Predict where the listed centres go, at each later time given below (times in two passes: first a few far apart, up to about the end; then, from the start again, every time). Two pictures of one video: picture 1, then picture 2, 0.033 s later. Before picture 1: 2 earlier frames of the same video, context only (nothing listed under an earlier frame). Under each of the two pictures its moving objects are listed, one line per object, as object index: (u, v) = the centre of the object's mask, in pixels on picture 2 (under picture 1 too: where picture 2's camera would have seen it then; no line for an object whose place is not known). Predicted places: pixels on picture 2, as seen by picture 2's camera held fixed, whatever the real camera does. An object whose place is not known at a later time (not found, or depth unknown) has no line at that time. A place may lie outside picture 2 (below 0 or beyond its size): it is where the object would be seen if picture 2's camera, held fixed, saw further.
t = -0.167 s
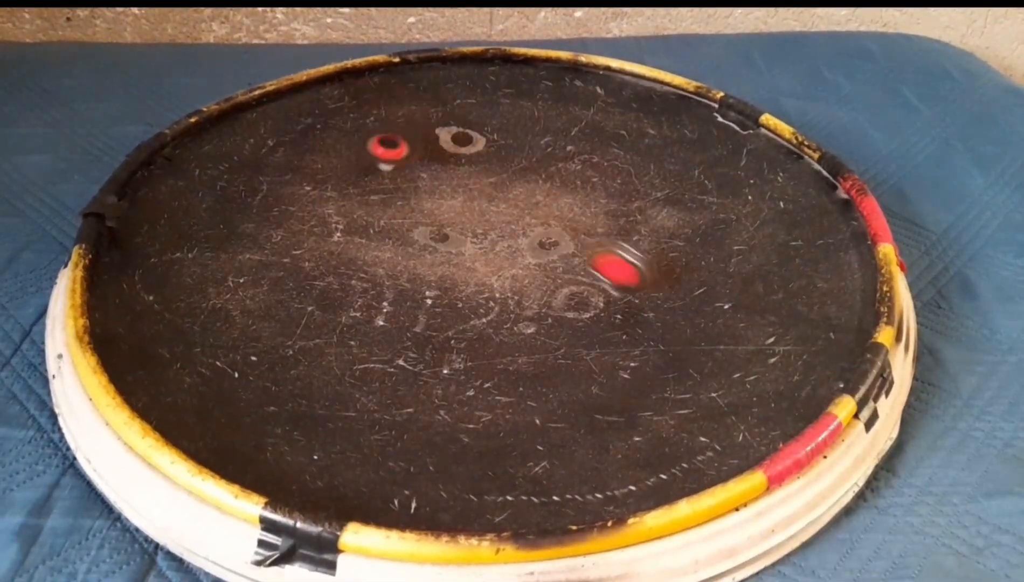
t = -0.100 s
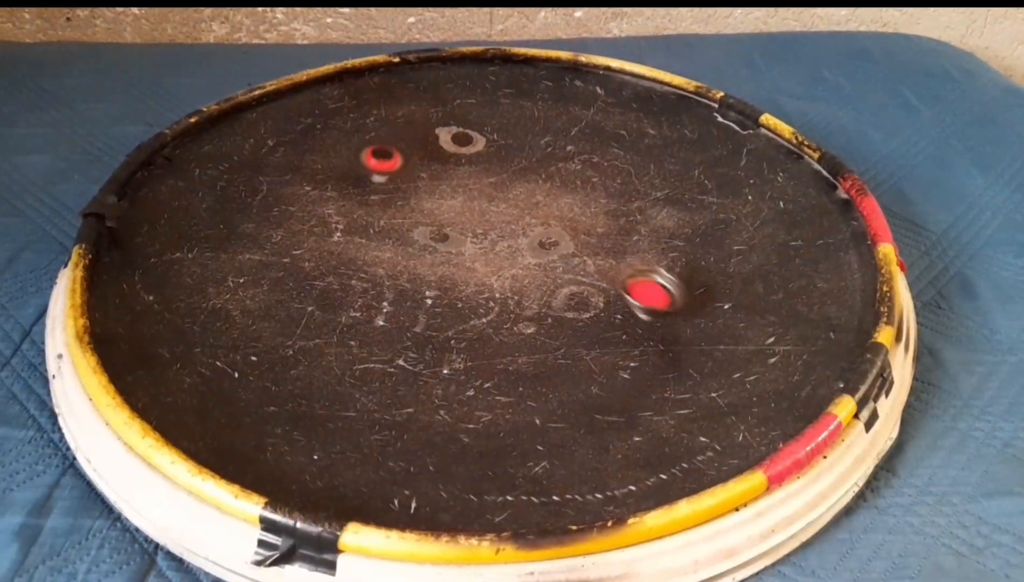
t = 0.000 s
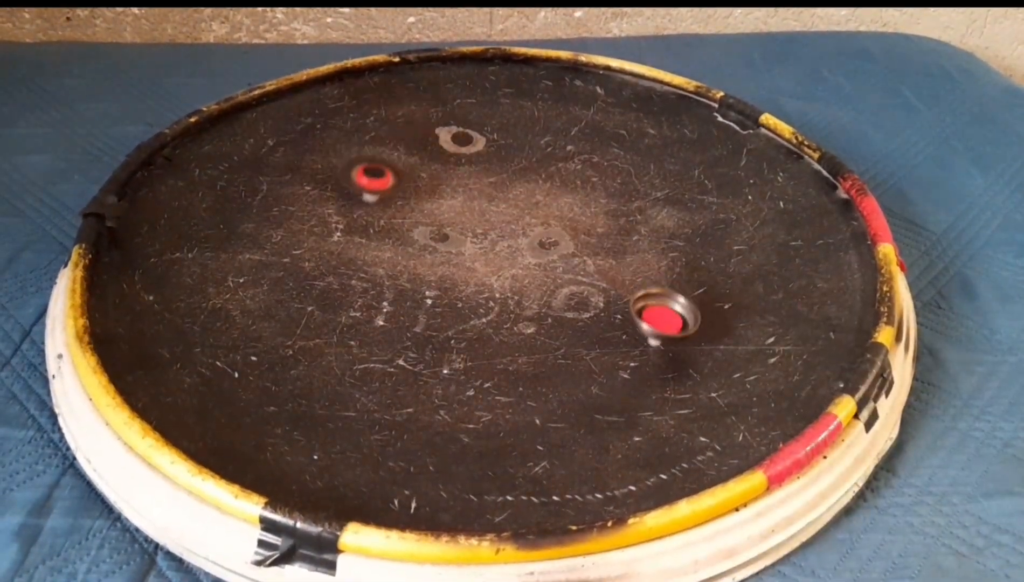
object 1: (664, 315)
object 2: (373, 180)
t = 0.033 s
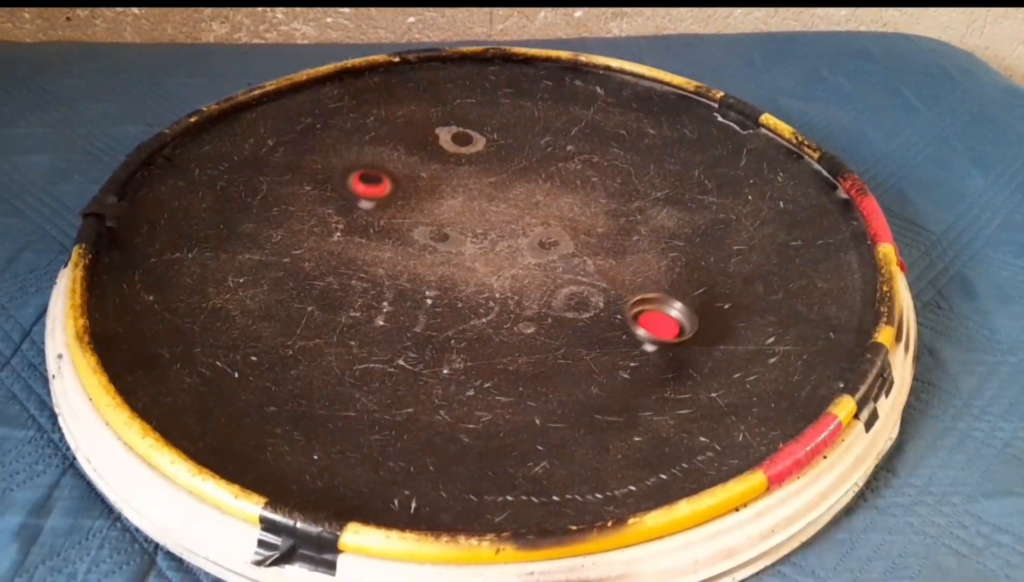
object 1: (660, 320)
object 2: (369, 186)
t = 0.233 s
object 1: (604, 342)
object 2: (341, 227)
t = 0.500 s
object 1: (526, 357)
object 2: (302, 281)
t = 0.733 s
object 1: (459, 362)
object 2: (283, 327)
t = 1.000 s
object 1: (421, 349)
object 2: (270, 375)
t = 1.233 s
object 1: (558, 284)
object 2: (244, 392)
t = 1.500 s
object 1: (580, 269)
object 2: (346, 379)
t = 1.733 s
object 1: (611, 282)
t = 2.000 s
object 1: (649, 297)
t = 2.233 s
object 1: (672, 269)
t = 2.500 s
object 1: (633, 251)
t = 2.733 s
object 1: (622, 234)
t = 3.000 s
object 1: (629, 204)
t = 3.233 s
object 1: (587, 191)
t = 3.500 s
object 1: (507, 188)
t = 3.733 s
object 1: (476, 188)
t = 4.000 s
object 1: (461, 178)
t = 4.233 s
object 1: (466, 193)
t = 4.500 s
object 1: (424, 192)
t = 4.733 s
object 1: (433, 191)
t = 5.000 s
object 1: (412, 198)
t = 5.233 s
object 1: (375, 202)
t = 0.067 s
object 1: (652, 326)
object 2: (366, 193)
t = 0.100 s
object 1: (643, 330)
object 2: (362, 200)
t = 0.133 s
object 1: (633, 334)
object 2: (357, 209)
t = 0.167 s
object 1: (623, 338)
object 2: (352, 214)
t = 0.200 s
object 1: (614, 339)
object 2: (347, 220)
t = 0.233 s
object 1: (604, 342)
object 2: (341, 227)
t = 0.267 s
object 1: (593, 345)
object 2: (338, 234)
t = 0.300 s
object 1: (583, 346)
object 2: (331, 240)
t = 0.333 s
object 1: (573, 347)
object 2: (326, 247)
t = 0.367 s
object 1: (564, 349)
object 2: (321, 254)
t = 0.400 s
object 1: (554, 351)
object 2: (317, 260)
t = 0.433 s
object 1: (545, 355)
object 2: (312, 266)
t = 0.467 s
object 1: (535, 357)
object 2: (307, 273)
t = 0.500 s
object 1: (526, 357)
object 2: (302, 281)
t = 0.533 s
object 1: (517, 358)
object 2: (297, 288)
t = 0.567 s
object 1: (507, 358)
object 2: (293, 293)
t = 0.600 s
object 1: (497, 359)
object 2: (291, 301)
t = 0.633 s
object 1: (487, 360)
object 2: (291, 308)
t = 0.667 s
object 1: (477, 361)
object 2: (288, 315)
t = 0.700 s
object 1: (468, 361)
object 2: (285, 321)
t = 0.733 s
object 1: (459, 362)
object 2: (283, 327)
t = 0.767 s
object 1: (450, 363)
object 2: (281, 334)
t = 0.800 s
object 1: (438, 363)
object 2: (279, 339)
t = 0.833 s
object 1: (426, 363)
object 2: (279, 347)
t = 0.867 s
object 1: (416, 364)
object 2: (281, 353)
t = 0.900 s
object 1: (405, 363)
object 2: (283, 359)
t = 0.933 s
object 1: (394, 362)
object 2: (286, 364)
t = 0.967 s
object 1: (391, 359)
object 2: (285, 370)
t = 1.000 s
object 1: (421, 349)
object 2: (270, 375)
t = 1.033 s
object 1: (452, 339)
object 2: (248, 382)
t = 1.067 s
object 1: (478, 330)
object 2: (236, 386)
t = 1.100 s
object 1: (503, 320)
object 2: (235, 387)
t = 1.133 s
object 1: (522, 309)
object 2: (234, 389)
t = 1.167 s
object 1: (537, 301)
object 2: (234, 391)
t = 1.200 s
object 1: (550, 293)
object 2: (236, 393)
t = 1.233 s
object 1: (558, 284)
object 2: (244, 392)
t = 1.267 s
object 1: (563, 279)
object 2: (254, 391)
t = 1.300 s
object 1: (567, 274)
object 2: (263, 389)
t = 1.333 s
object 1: (572, 270)
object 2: (273, 387)
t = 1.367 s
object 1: (575, 268)
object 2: (286, 387)
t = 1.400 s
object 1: (576, 267)
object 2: (298, 385)
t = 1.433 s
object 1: (577, 267)
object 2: (315, 384)
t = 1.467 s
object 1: (578, 268)
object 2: (330, 380)
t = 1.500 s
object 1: (580, 269)
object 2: (346, 379)
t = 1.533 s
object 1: (584, 271)
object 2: (362, 377)
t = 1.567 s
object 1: (588, 272)
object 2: (380, 374)
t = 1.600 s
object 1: (593, 275)
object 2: (395, 371)
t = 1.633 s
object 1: (597, 277)
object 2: (418, 370)
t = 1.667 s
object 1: (601, 278)
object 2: (436, 367)
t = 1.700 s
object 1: (606, 280)
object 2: (453, 363)
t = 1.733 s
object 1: (611, 282)
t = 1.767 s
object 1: (616, 284)
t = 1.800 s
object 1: (621, 285)
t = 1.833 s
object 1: (626, 287)
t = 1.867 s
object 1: (631, 289)
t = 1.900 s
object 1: (636, 291)
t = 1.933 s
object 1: (640, 293)
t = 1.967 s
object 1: (645, 295)
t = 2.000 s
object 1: (649, 297)
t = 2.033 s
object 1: (656, 293)
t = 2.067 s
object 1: (667, 288)
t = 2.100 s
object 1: (672, 280)
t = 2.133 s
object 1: (675, 275)
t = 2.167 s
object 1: (675, 272)
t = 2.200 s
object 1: (674, 270)
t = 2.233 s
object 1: (672, 269)
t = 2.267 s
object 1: (671, 268)
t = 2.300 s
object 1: (670, 268)
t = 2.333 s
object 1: (671, 267)
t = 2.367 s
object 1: (669, 263)
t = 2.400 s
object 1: (662, 260)
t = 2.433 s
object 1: (652, 256)
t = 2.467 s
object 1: (642, 253)
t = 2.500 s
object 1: (633, 251)
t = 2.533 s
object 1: (626, 248)
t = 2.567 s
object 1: (622, 247)
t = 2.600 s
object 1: (619, 246)
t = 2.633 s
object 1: (617, 244)
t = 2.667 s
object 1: (618, 241)
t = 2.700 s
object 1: (620, 237)
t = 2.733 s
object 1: (622, 234)
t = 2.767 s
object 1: (625, 230)
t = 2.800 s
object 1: (629, 227)
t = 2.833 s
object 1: (632, 223)
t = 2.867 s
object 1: (636, 219)
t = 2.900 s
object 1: (639, 215)
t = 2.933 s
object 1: (643, 212)
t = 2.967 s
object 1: (635, 208)
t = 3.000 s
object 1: (629, 204)
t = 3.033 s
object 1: (624, 202)
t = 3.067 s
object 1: (618, 200)
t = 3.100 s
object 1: (614, 198)
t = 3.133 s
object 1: (611, 196)
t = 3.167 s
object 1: (606, 194)
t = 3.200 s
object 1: (598, 192)
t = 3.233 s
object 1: (587, 191)
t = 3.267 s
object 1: (581, 189)
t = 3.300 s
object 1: (577, 187)
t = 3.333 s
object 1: (572, 183)
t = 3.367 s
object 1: (559, 179)
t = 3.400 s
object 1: (545, 182)
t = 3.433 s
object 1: (530, 184)
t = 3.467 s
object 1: (518, 184)
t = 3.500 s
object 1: (507, 188)
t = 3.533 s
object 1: (501, 187)
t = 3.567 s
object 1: (494, 190)
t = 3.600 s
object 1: (488, 192)
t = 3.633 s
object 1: (485, 192)
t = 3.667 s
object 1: (482, 191)
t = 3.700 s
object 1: (479, 190)
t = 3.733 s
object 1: (476, 188)
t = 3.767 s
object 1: (475, 186)
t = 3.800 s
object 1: (474, 184)
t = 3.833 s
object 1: (472, 182)
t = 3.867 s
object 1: (471, 180)
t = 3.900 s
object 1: (469, 177)
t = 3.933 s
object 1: (467, 175)
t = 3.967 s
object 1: (464, 172)
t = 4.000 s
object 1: (461, 178)
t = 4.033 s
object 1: (459, 177)
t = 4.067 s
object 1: (459, 179)
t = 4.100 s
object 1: (460, 182)
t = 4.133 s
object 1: (462, 185)
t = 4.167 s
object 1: (464, 187)
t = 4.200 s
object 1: (465, 191)
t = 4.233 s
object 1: (466, 193)
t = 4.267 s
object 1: (465, 195)
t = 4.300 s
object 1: (462, 195)
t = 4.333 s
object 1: (457, 196)
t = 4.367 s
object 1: (452, 196)
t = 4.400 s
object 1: (445, 195)
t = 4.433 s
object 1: (437, 195)
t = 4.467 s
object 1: (431, 193)
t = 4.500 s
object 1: (424, 192)
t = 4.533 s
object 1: (418, 192)
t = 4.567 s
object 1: (413, 190)
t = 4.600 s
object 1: (416, 188)
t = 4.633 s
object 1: (421, 187)
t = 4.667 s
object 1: (426, 188)
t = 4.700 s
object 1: (431, 189)
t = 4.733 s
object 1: (433, 191)
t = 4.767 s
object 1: (435, 192)
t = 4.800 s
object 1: (435, 194)
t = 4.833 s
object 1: (433, 195)
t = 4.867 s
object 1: (430, 196)
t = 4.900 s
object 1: (426, 196)
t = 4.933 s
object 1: (422, 197)
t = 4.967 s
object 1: (417, 198)
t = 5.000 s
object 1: (412, 198)
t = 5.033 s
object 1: (408, 199)
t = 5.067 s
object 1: (403, 199)
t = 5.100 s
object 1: (398, 200)
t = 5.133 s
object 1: (392, 201)
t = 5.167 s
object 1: (387, 201)
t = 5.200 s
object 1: (381, 202)
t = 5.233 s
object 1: (375, 202)
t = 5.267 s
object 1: (370, 202)
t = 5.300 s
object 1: (364, 202)
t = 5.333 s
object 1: (359, 203)
